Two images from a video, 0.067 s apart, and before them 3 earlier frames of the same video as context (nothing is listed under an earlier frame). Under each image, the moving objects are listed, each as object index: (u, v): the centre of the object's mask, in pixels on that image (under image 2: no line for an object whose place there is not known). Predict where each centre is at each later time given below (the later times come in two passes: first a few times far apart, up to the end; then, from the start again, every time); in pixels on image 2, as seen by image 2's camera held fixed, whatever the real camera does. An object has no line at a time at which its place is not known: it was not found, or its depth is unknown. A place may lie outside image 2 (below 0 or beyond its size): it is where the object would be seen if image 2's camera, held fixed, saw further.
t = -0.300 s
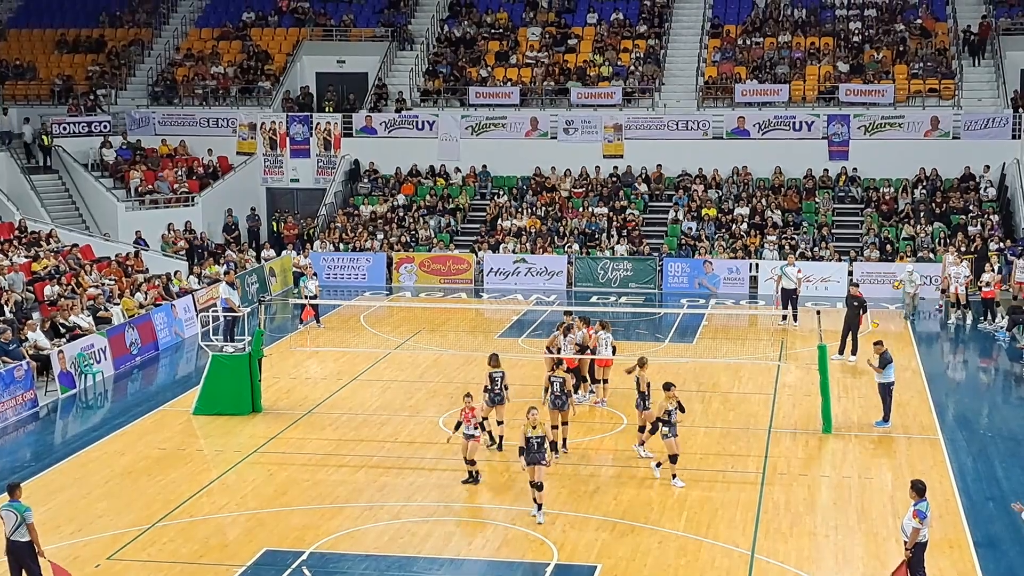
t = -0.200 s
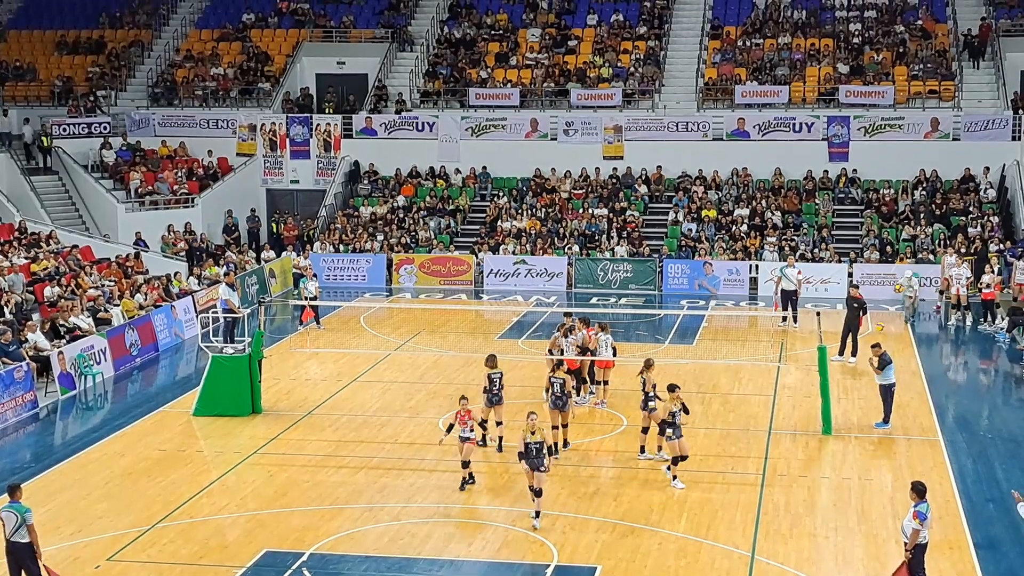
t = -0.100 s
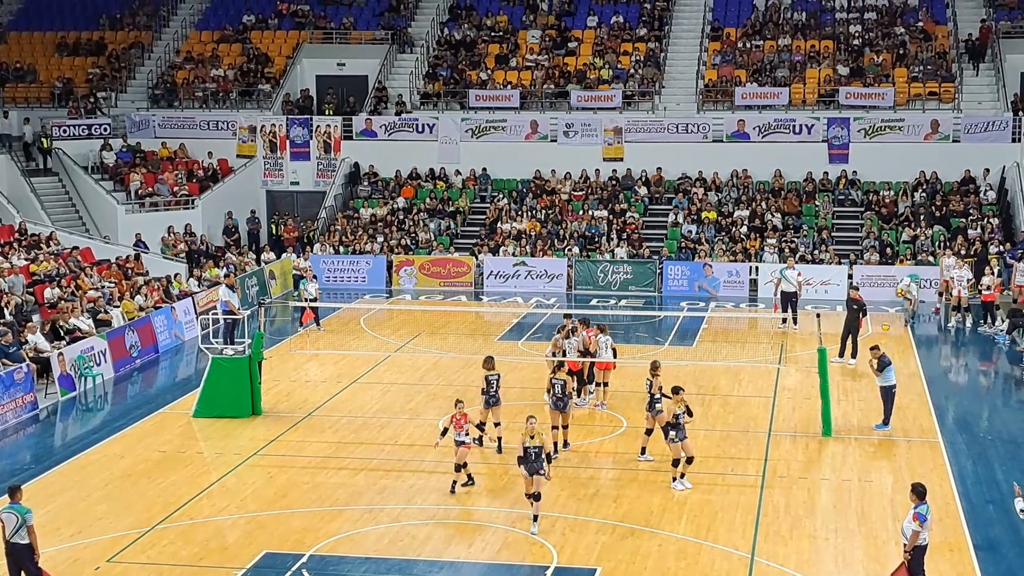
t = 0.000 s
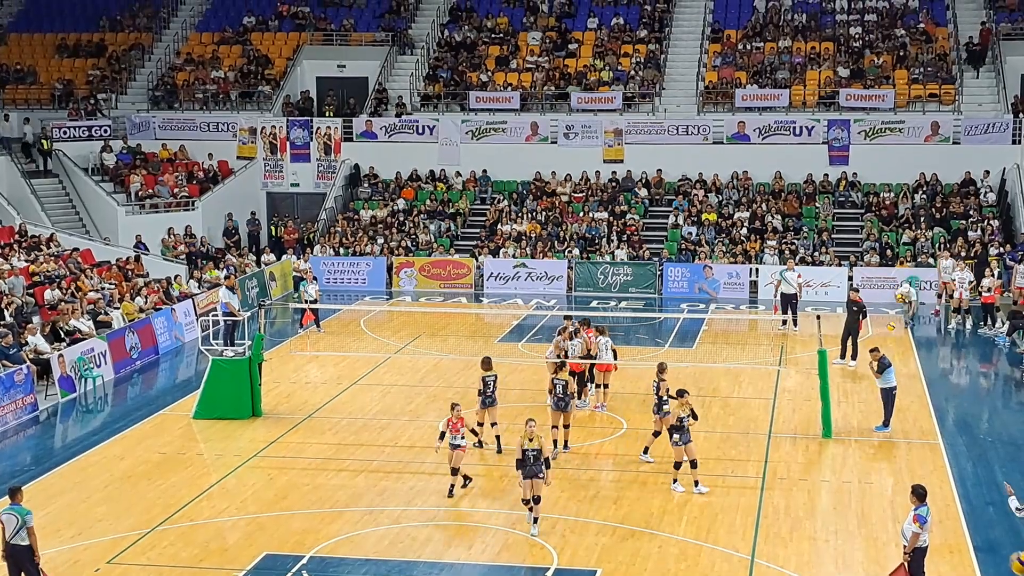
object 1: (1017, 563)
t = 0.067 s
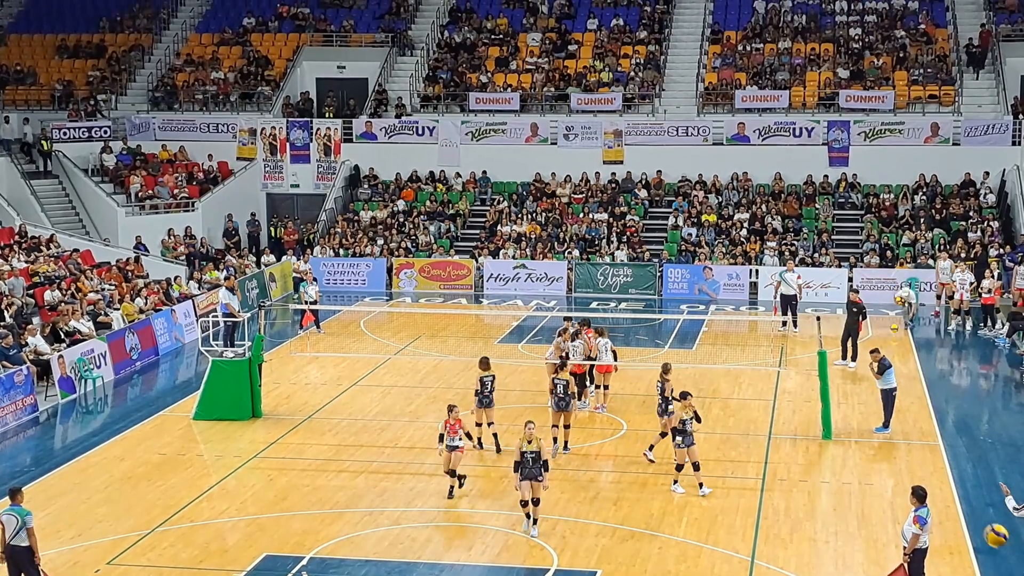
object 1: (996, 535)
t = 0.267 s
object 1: (925, 480)
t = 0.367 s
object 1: (891, 468)
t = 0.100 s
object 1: (983, 523)
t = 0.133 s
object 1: (971, 511)
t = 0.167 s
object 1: (960, 502)
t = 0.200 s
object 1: (948, 494)
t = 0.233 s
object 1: (936, 486)
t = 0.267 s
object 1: (925, 480)
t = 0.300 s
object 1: (913, 475)
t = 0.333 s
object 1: (902, 471)
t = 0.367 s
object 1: (891, 468)
